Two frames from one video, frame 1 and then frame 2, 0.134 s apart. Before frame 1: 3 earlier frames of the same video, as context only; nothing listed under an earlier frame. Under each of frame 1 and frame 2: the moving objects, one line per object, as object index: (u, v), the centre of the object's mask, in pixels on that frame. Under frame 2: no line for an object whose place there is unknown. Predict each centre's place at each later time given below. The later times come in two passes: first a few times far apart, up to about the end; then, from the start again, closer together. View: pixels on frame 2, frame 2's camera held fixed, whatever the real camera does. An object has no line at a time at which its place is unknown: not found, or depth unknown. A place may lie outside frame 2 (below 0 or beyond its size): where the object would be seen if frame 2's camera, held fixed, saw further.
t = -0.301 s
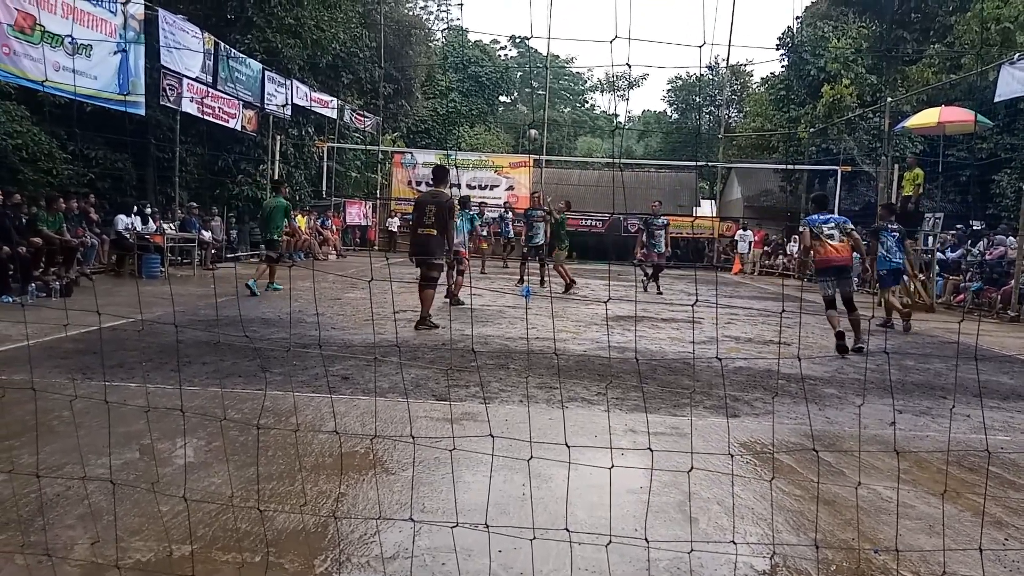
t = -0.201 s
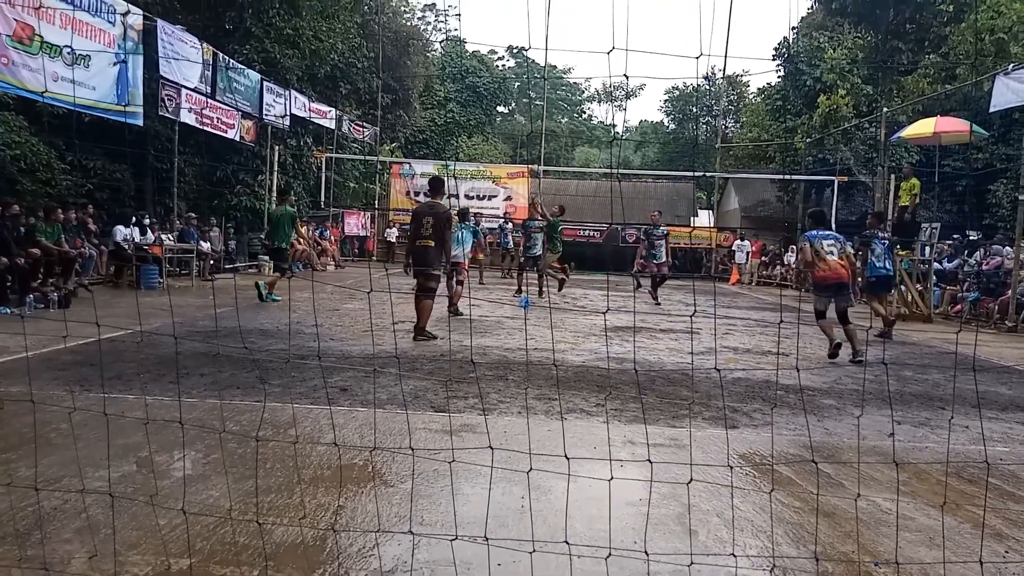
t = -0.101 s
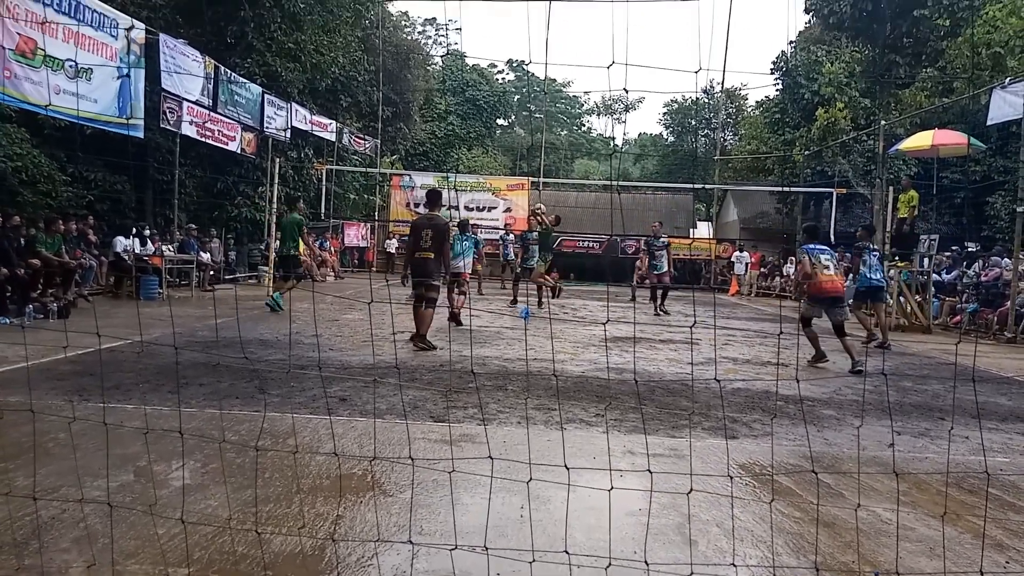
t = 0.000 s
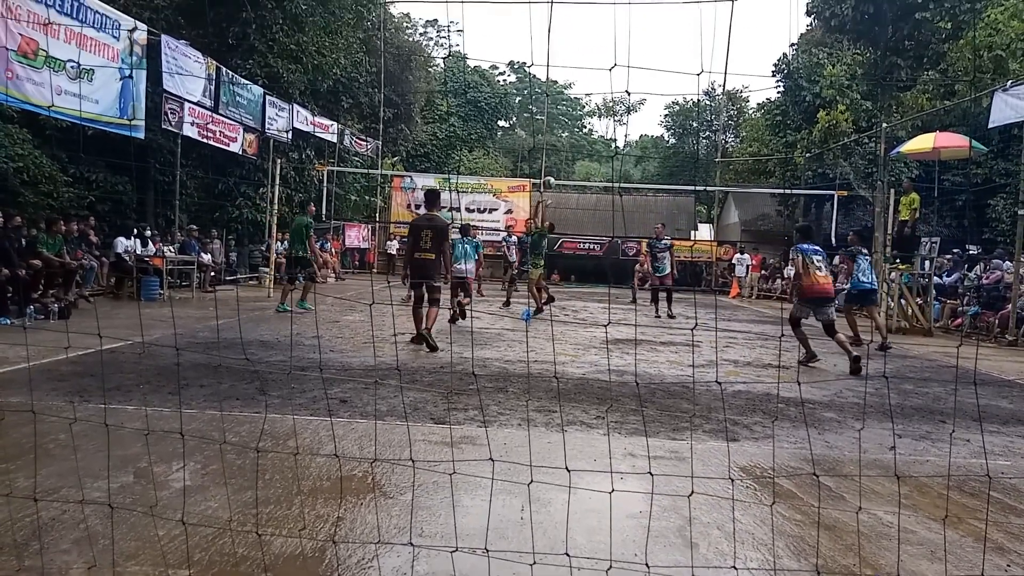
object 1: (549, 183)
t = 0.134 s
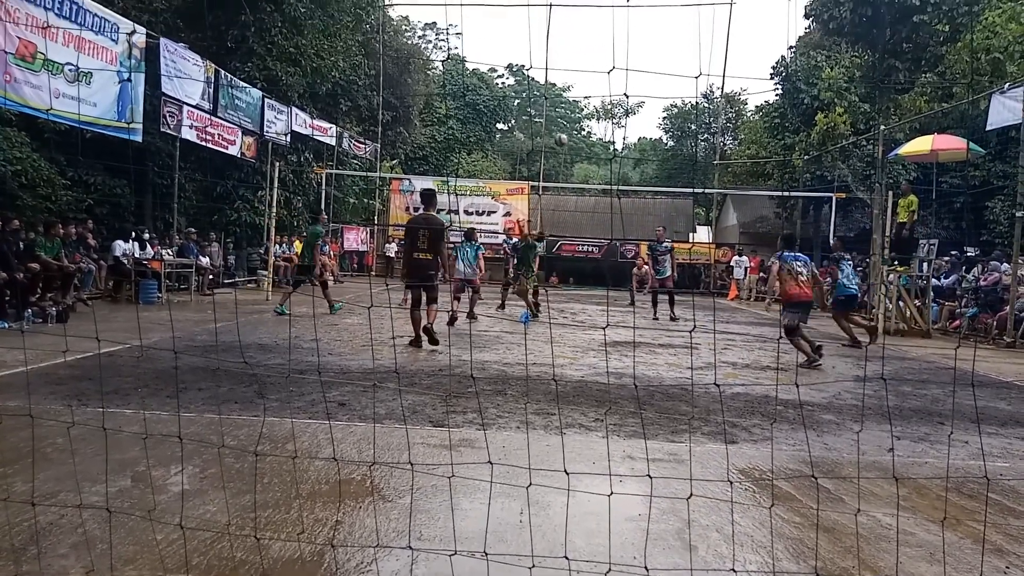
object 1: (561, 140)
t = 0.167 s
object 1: (564, 130)
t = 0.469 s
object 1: (591, 73)
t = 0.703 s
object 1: (612, 68)
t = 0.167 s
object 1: (564, 130)
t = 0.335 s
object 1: (580, 93)
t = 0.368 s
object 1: (583, 87)
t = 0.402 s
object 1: (586, 82)
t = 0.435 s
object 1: (589, 77)
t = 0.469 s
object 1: (591, 73)
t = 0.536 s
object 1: (598, 68)
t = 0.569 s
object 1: (600, 66)
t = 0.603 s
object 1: (604, 67)
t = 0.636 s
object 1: (606, 66)
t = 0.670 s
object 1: (610, 67)
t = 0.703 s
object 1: (612, 68)
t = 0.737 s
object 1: (616, 69)
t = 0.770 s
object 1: (618, 72)
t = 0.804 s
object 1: (621, 76)
